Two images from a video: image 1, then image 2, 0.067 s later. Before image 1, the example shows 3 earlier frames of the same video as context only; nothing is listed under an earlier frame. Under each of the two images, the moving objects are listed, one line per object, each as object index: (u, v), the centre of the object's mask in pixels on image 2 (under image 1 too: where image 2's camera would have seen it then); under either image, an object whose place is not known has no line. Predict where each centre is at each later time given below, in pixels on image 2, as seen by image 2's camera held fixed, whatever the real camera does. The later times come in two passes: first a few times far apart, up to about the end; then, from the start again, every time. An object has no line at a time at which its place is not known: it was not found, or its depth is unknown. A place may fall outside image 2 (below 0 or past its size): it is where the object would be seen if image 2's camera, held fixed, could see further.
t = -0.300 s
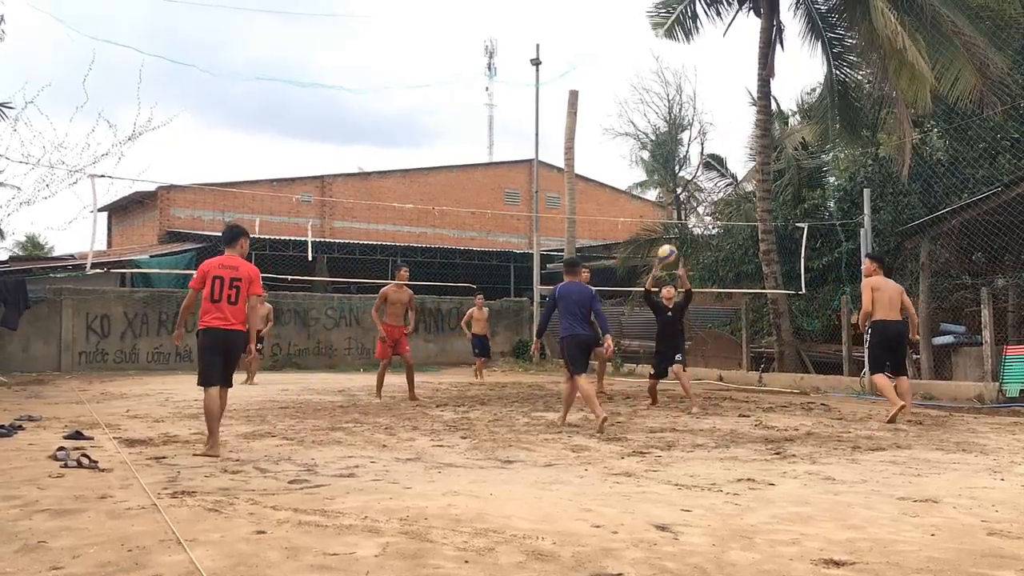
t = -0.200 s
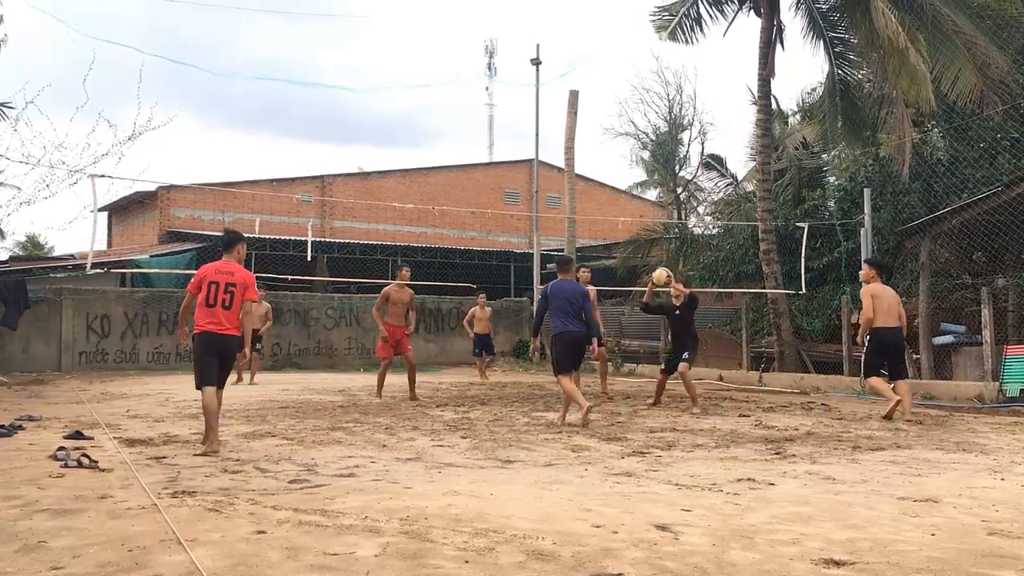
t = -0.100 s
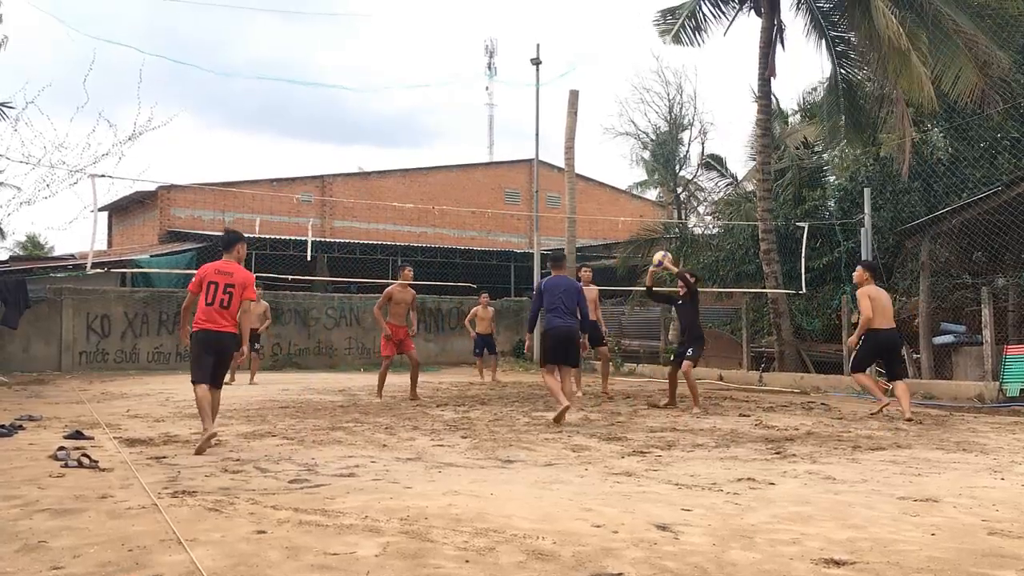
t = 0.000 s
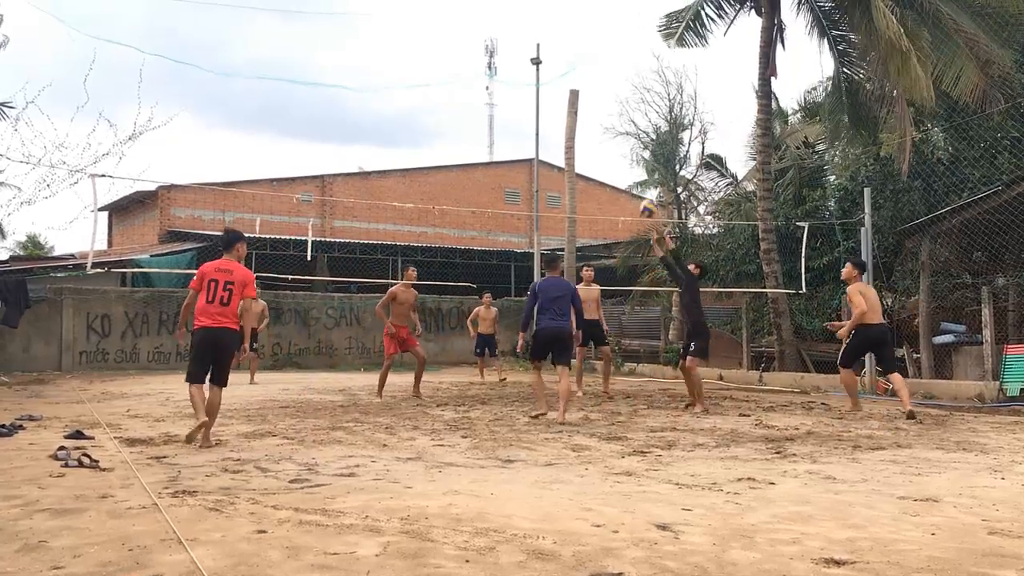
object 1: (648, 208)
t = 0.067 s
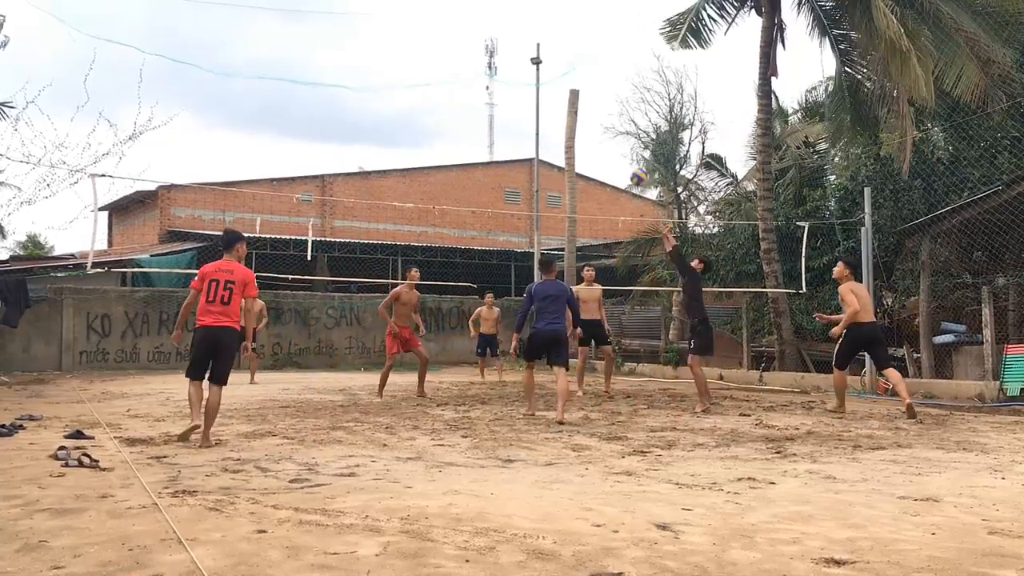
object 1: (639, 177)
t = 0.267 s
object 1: (609, 107)
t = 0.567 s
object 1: (566, 70)
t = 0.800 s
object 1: (533, 95)
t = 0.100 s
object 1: (633, 162)
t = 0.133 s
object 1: (629, 150)
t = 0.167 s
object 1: (623, 138)
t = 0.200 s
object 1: (618, 126)
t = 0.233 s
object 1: (614, 116)
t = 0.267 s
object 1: (609, 107)
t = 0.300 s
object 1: (604, 99)
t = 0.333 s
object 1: (599, 92)
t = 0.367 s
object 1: (594, 87)
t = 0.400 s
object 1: (590, 81)
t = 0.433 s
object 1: (585, 77)
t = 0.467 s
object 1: (580, 74)
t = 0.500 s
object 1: (575, 72)
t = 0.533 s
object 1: (571, 70)
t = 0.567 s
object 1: (566, 70)
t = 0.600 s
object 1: (561, 71)
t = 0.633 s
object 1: (556, 73)
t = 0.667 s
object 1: (551, 75)
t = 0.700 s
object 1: (547, 79)
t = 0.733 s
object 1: (542, 83)
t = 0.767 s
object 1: (537, 88)
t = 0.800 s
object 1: (533, 95)
